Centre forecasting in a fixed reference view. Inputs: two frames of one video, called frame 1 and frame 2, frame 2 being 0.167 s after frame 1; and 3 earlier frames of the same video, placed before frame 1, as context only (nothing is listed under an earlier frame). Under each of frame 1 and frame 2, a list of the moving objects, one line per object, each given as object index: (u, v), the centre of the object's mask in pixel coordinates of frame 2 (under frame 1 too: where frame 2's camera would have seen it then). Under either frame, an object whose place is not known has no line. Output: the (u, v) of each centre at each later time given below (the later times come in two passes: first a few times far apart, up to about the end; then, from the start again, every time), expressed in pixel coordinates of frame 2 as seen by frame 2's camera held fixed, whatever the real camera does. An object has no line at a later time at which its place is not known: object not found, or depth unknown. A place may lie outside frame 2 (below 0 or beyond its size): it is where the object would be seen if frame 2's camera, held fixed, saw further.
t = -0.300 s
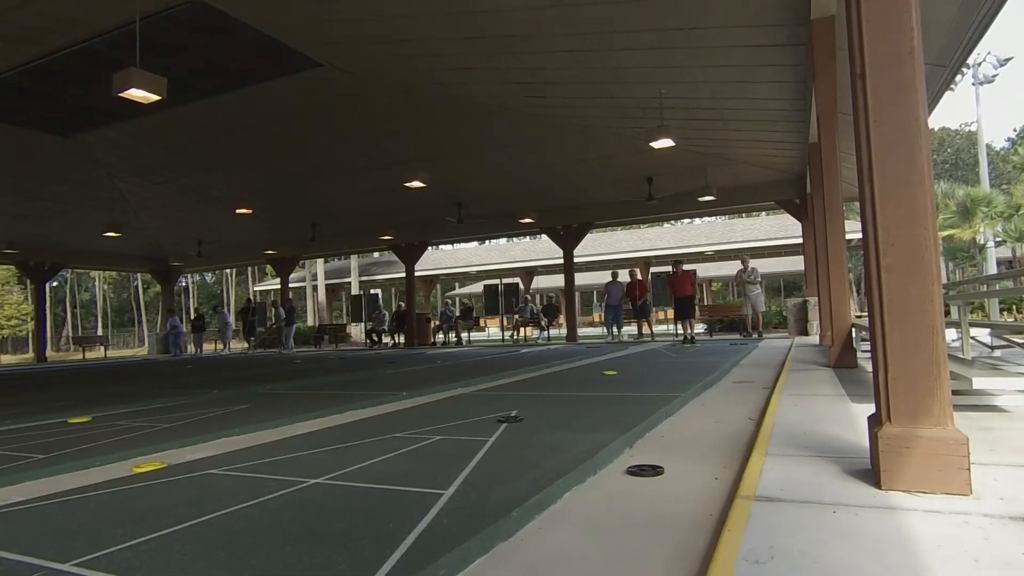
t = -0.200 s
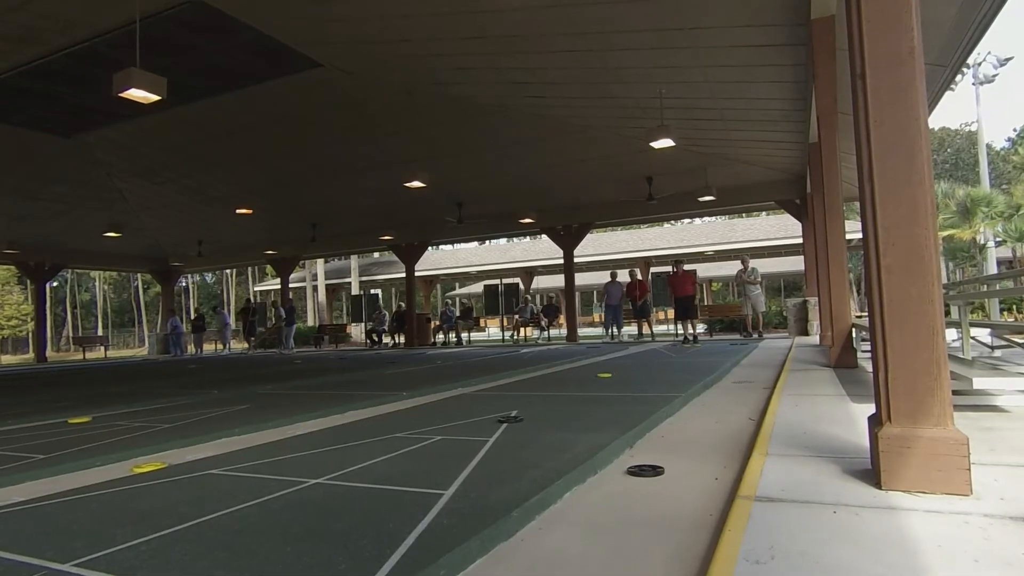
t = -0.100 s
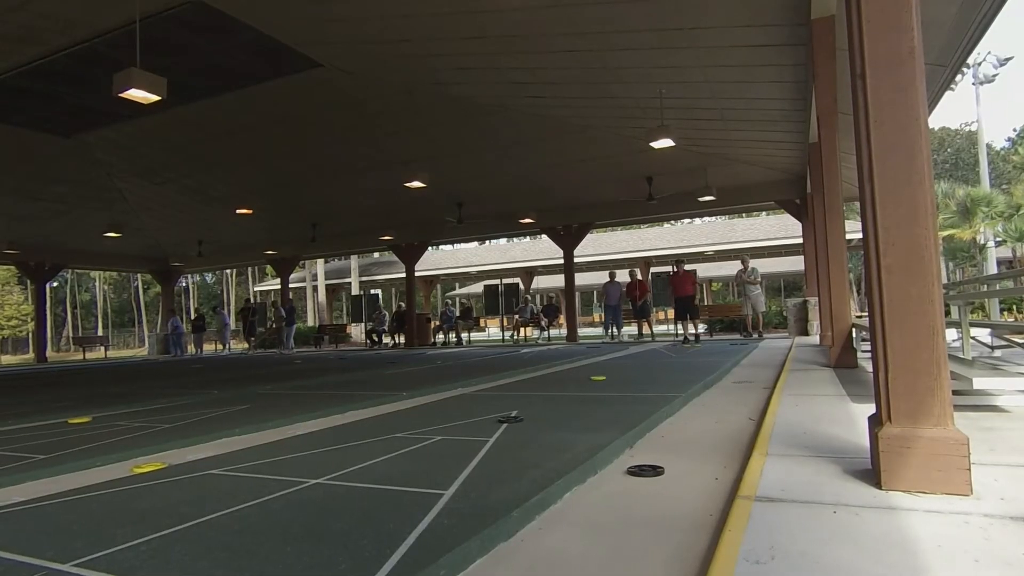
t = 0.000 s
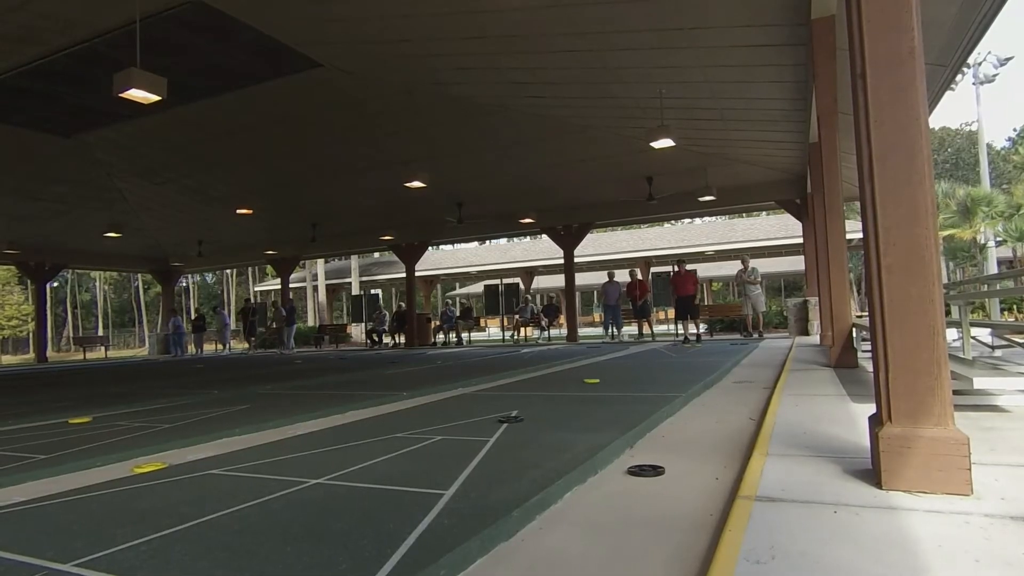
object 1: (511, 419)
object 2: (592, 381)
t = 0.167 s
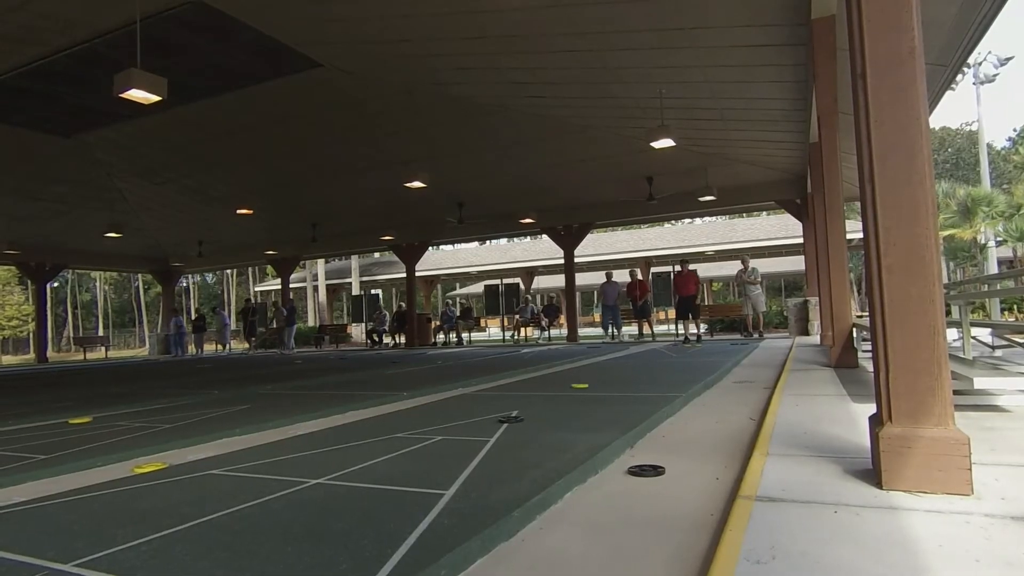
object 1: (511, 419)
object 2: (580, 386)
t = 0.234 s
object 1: (511, 419)
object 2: (574, 388)
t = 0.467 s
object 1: (511, 419)
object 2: (553, 396)
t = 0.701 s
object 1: (511, 419)
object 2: (528, 406)
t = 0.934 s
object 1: (515, 422)
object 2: (493, 417)
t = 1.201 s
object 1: (531, 435)
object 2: (444, 422)
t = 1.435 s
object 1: (548, 450)
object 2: (404, 426)
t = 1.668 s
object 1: (568, 466)
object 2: (366, 430)
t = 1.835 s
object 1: (584, 494)
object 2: (341, 432)
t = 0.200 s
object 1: (511, 419)
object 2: (577, 387)
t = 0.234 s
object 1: (511, 419)
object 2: (574, 388)
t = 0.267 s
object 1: (511, 419)
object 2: (572, 389)
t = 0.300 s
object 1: (511, 419)
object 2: (568, 390)
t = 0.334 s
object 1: (511, 419)
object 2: (565, 391)
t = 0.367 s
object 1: (511, 419)
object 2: (562, 392)
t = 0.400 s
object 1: (511, 419)
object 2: (560, 393)
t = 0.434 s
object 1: (511, 418)
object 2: (556, 395)
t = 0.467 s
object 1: (511, 419)
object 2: (553, 396)
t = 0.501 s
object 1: (511, 419)
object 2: (550, 397)
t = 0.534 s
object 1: (511, 419)
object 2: (547, 398)
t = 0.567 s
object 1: (511, 420)
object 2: (543, 399)
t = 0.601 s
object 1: (511, 419)
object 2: (540, 401)
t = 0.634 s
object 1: (511, 419)
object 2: (536, 403)
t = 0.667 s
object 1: (511, 419)
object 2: (532, 404)
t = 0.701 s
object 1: (511, 419)
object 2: (528, 406)
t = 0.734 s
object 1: (511, 419)
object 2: (524, 408)
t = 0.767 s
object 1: (511, 419)
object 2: (519, 410)
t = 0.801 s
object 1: (511, 420)
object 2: (515, 412)
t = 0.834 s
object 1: (511, 420)
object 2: (511, 414)
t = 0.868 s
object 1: (511, 420)
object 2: (507, 415)
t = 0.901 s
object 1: (513, 421)
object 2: (499, 416)
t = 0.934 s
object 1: (515, 422)
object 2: (493, 417)
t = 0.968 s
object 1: (517, 424)
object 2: (487, 418)
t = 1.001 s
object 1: (518, 426)
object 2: (481, 418)
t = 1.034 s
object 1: (520, 427)
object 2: (474, 419)
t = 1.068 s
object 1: (522, 429)
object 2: (468, 420)
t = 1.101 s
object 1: (525, 430)
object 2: (462, 420)
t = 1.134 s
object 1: (526, 432)
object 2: (456, 421)
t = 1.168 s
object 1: (529, 433)
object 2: (450, 421)
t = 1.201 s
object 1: (531, 435)
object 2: (444, 422)
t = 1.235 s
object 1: (533, 437)
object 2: (438, 423)
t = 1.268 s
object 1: (536, 439)
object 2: (433, 423)
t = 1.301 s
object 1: (538, 441)
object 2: (427, 424)
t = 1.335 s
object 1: (541, 443)
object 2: (421, 424)
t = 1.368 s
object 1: (543, 445)
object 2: (415, 425)
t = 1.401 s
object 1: (545, 447)
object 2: (409, 426)
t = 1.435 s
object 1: (548, 450)
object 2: (404, 426)
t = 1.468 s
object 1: (551, 452)
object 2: (399, 427)
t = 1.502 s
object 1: (554, 454)
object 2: (393, 427)
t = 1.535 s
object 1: (556, 457)
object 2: (388, 428)
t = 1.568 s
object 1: (559, 459)
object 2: (382, 428)
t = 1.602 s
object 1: (562, 462)
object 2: (377, 429)
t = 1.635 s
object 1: (565, 464)
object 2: (372, 429)
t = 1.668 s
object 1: (568, 466)
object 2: (366, 430)
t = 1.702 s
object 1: (571, 469)
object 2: (361, 430)
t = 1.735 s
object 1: (574, 472)
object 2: (356, 431)
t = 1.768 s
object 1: (578, 478)
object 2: (351, 431)
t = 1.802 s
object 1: (581, 488)
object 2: (347, 432)
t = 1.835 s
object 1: (584, 494)
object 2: (341, 432)
